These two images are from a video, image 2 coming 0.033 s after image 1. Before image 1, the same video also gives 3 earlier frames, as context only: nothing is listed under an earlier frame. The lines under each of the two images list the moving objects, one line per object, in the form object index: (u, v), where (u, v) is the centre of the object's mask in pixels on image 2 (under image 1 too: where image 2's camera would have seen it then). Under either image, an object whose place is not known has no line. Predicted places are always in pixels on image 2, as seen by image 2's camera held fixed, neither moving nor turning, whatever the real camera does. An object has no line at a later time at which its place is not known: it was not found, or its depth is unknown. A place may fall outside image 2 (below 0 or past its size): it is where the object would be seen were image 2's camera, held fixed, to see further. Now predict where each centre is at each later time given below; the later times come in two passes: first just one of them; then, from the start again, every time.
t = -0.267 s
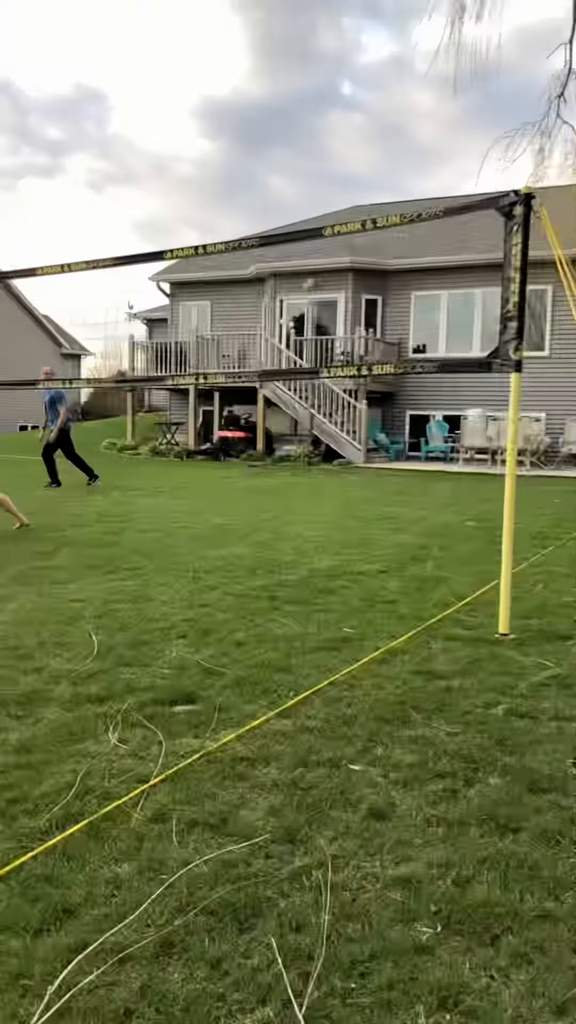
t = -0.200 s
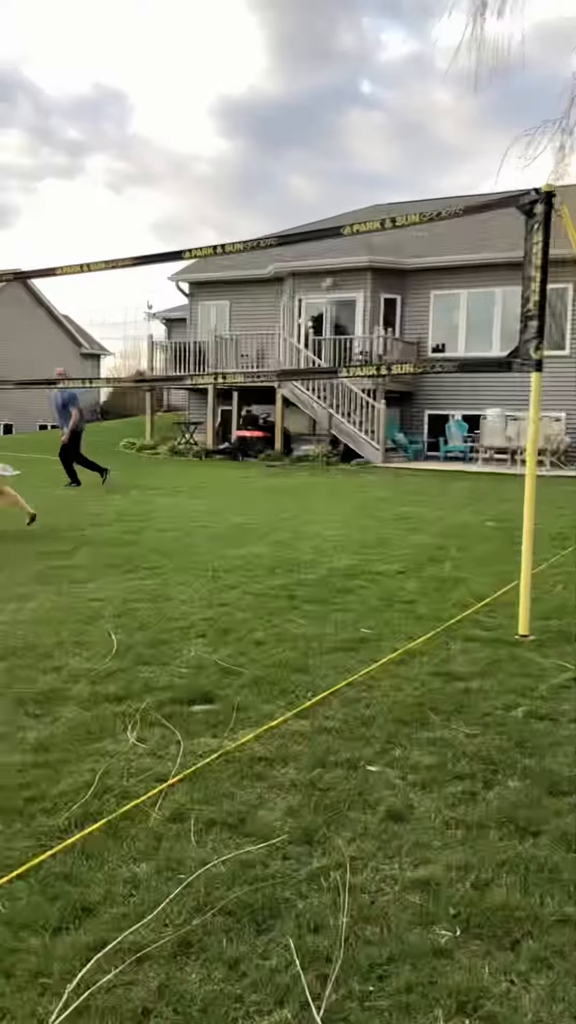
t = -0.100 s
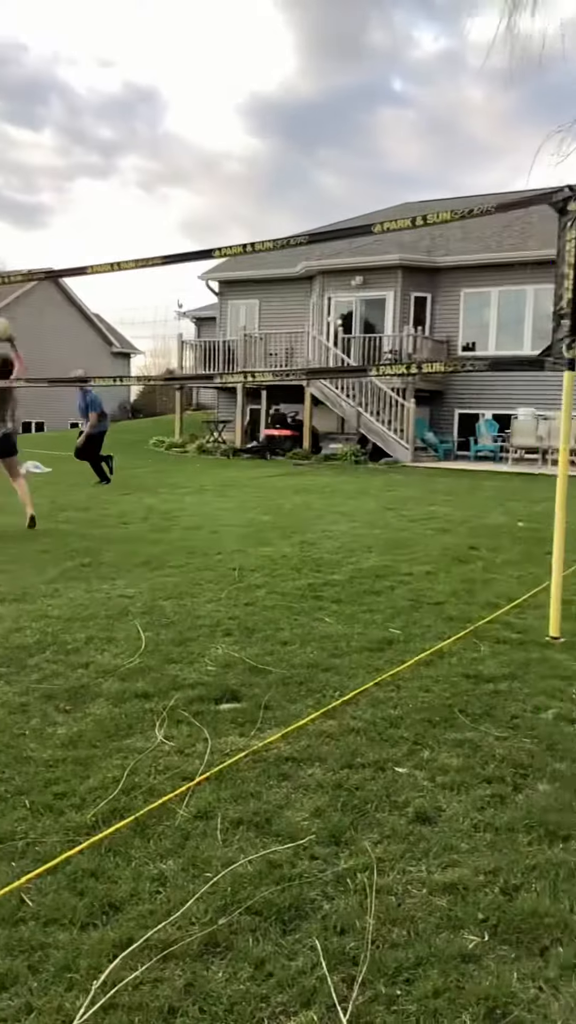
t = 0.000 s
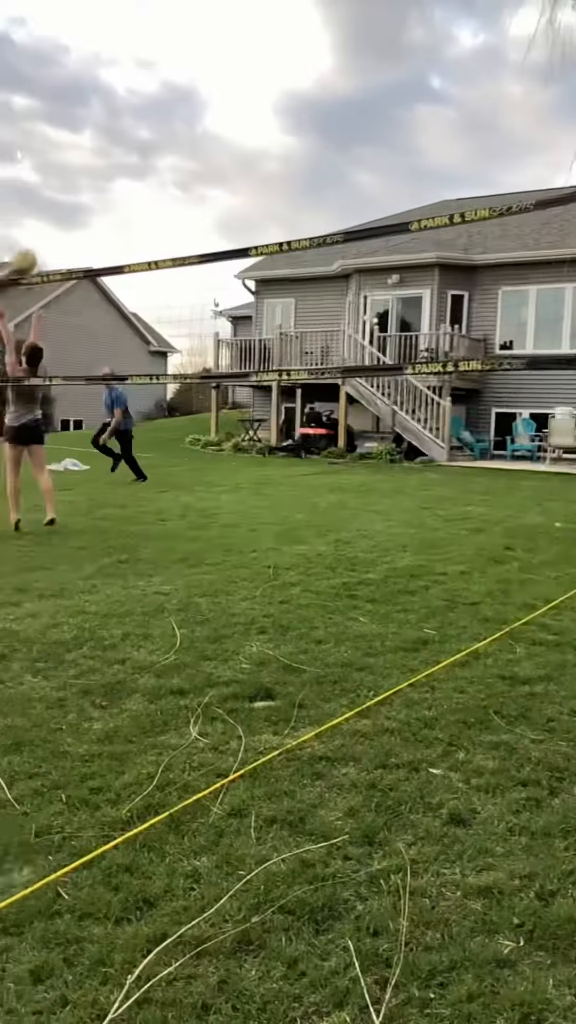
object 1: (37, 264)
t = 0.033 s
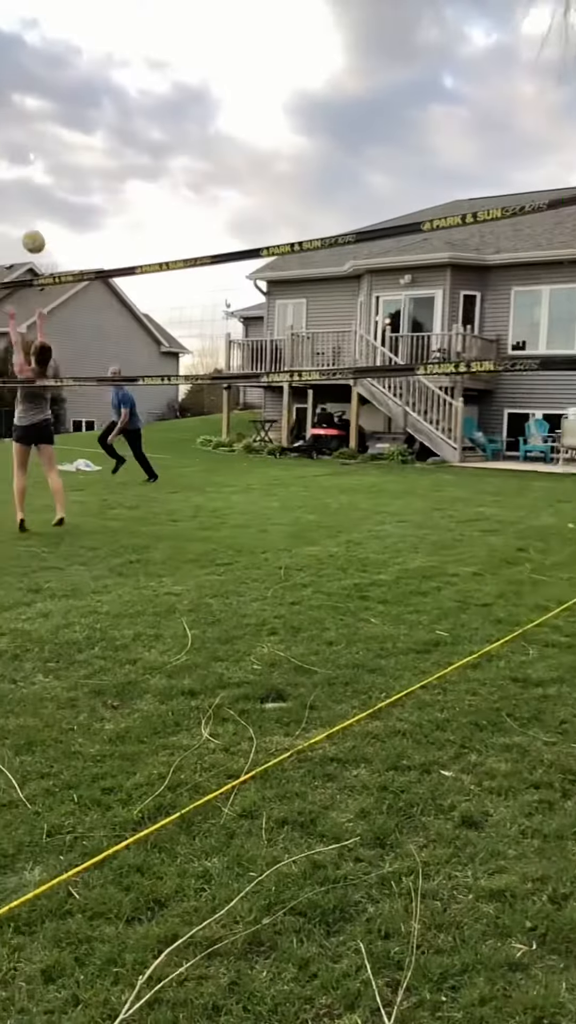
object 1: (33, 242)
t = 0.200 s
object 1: (15, 159)
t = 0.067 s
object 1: (29, 223)
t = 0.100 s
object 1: (25, 205)
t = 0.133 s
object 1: (22, 188)
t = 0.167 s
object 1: (17, 173)
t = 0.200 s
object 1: (15, 159)
